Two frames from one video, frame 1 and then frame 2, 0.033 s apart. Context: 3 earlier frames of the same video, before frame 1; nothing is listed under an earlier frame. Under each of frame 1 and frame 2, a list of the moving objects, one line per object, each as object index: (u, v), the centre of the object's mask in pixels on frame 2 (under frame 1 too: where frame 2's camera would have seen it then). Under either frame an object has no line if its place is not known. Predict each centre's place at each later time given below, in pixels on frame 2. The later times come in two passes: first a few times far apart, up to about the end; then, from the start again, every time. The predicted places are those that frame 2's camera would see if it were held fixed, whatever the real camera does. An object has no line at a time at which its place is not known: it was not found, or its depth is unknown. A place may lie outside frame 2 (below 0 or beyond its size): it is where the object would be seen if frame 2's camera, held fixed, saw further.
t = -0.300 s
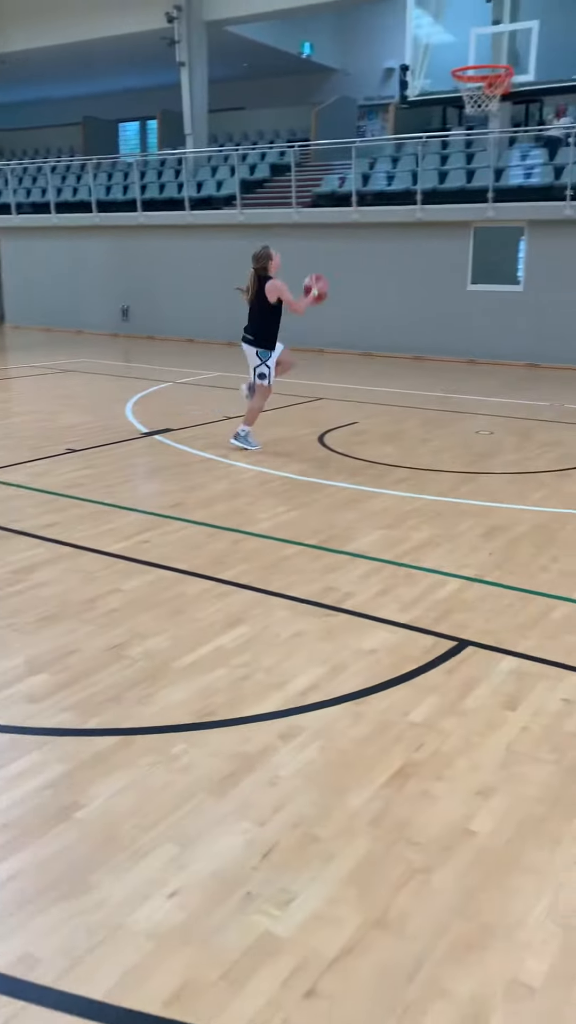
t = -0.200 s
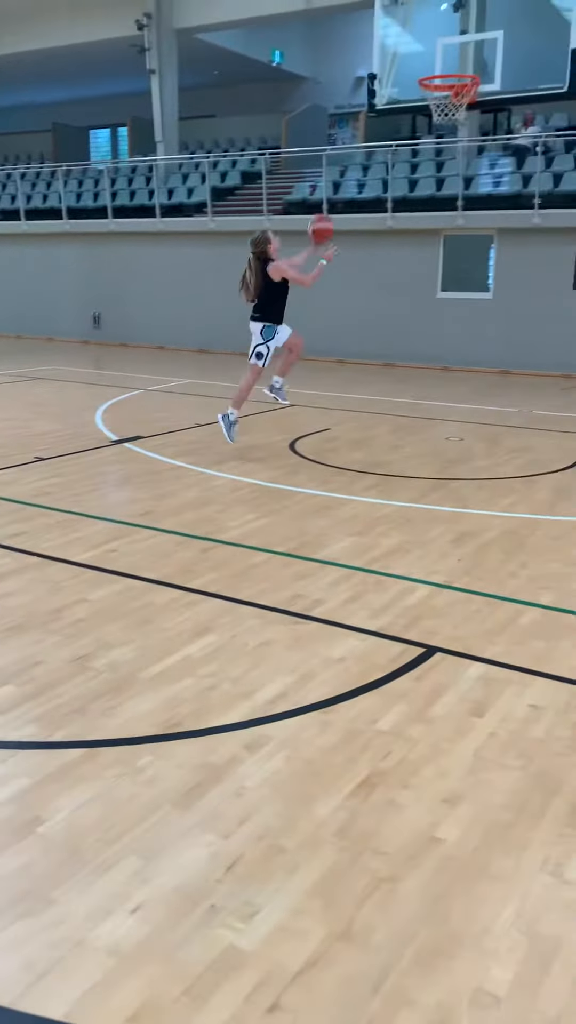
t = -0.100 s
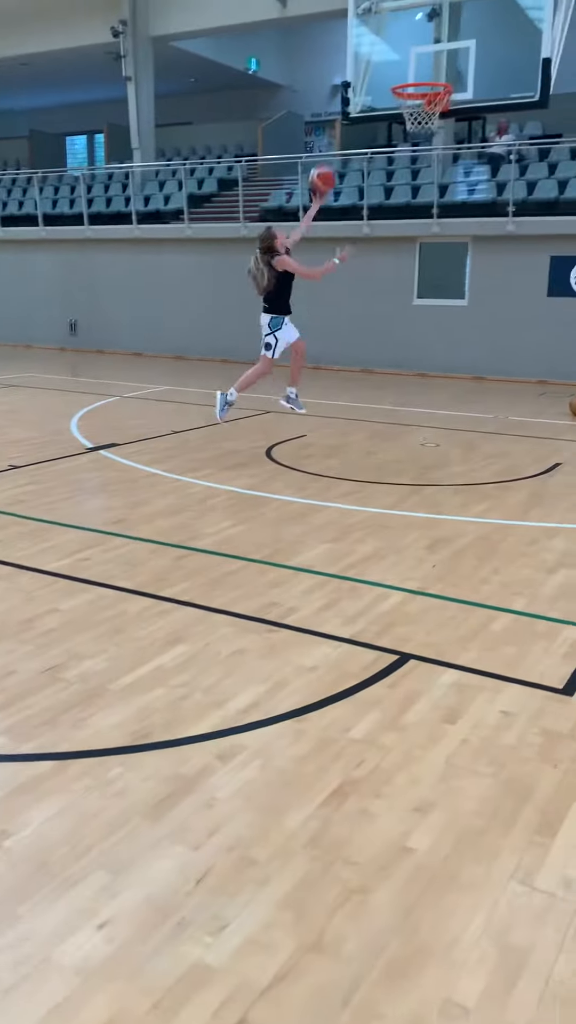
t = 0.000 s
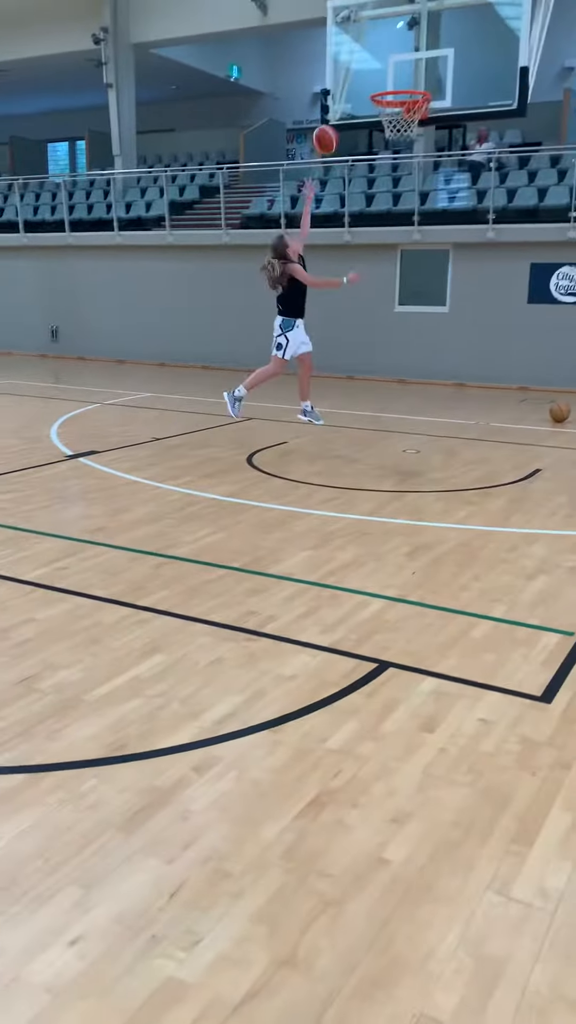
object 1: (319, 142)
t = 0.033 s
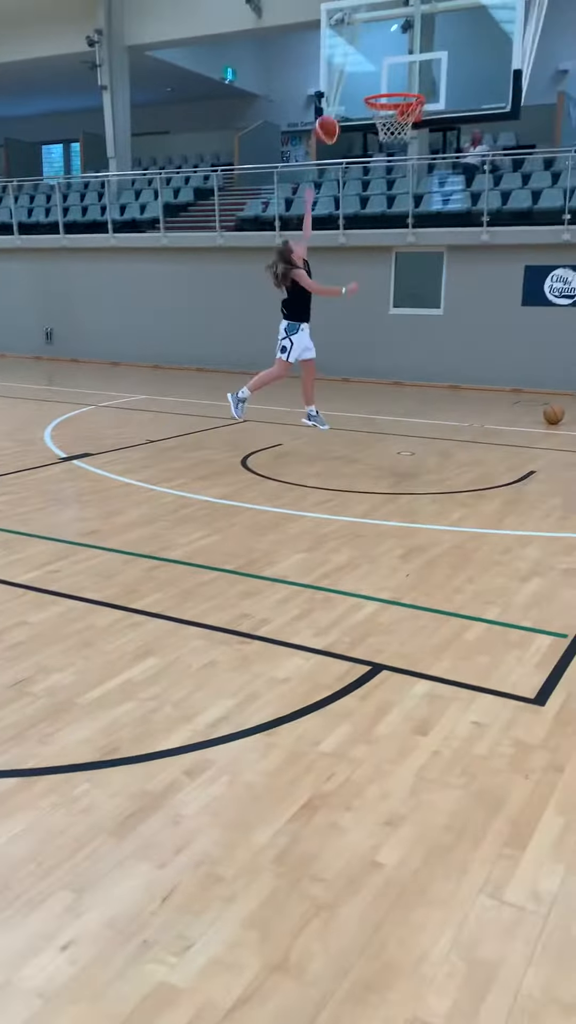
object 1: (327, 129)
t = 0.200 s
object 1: (362, 88)
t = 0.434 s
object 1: (387, 72)
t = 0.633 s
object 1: (391, 106)
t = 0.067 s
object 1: (333, 119)
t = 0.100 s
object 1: (341, 109)
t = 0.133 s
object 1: (348, 102)
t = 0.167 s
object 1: (355, 94)
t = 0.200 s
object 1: (362, 88)
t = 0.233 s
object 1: (370, 83)
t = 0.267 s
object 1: (377, 81)
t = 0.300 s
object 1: (380, 78)
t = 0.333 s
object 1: (382, 74)
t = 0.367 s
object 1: (383, 72)
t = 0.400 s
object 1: (385, 71)
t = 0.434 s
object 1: (387, 72)
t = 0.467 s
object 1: (388, 73)
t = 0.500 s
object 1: (390, 77)
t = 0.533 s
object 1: (391, 80)
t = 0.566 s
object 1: (392, 83)
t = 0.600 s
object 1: (395, 87)
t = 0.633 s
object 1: (391, 106)
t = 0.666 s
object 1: (385, 111)
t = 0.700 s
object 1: (380, 123)
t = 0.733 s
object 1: (380, 130)
